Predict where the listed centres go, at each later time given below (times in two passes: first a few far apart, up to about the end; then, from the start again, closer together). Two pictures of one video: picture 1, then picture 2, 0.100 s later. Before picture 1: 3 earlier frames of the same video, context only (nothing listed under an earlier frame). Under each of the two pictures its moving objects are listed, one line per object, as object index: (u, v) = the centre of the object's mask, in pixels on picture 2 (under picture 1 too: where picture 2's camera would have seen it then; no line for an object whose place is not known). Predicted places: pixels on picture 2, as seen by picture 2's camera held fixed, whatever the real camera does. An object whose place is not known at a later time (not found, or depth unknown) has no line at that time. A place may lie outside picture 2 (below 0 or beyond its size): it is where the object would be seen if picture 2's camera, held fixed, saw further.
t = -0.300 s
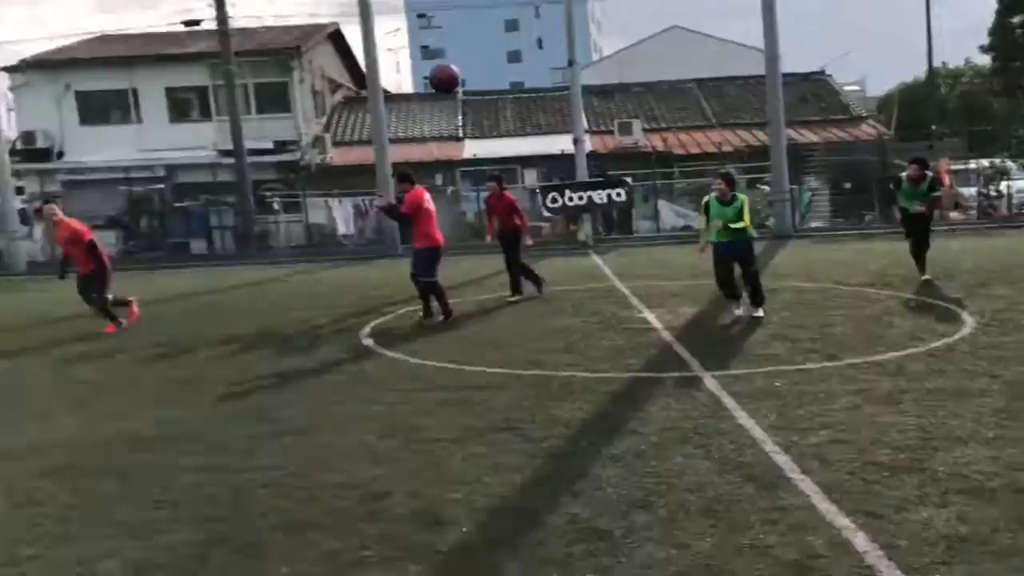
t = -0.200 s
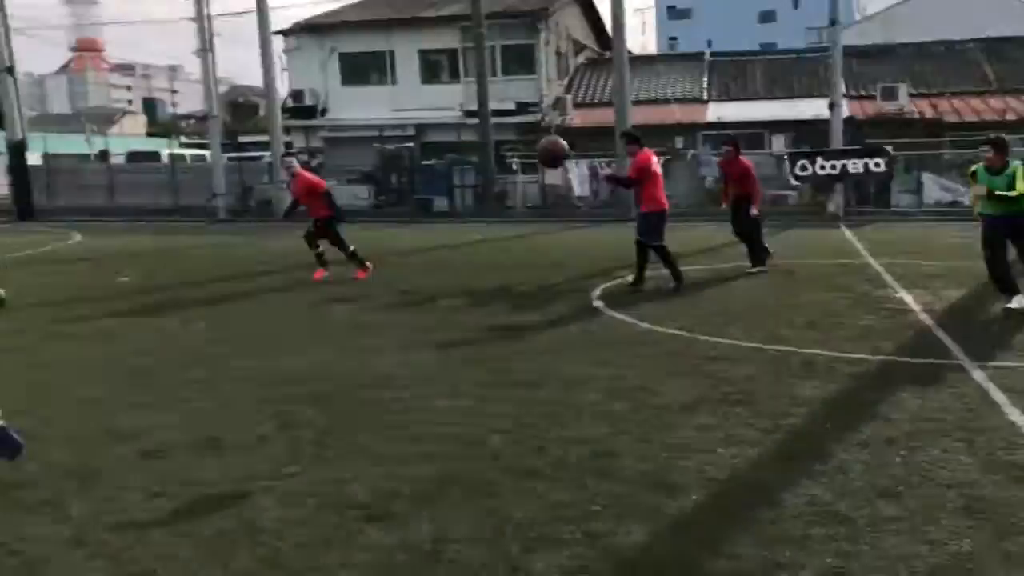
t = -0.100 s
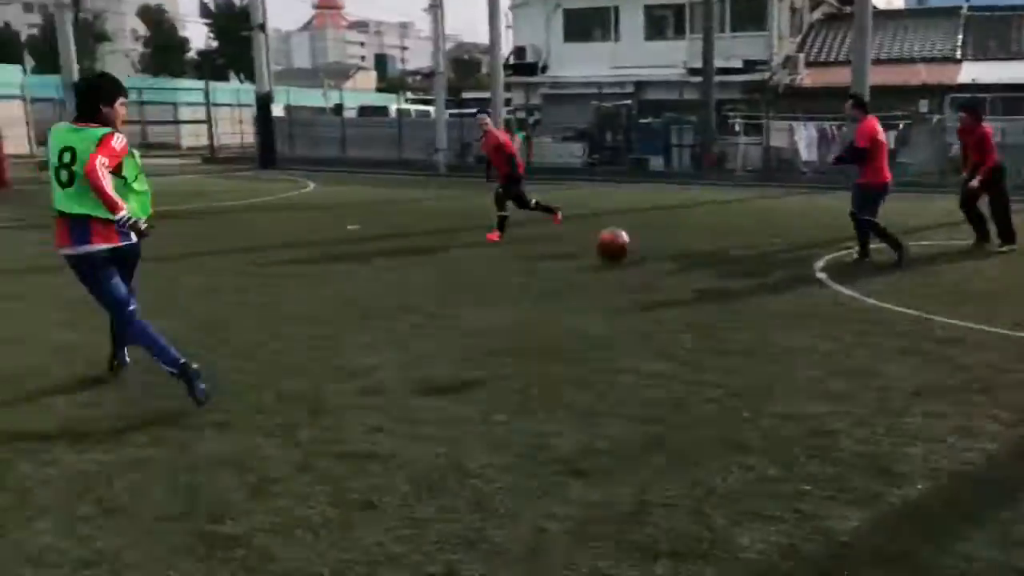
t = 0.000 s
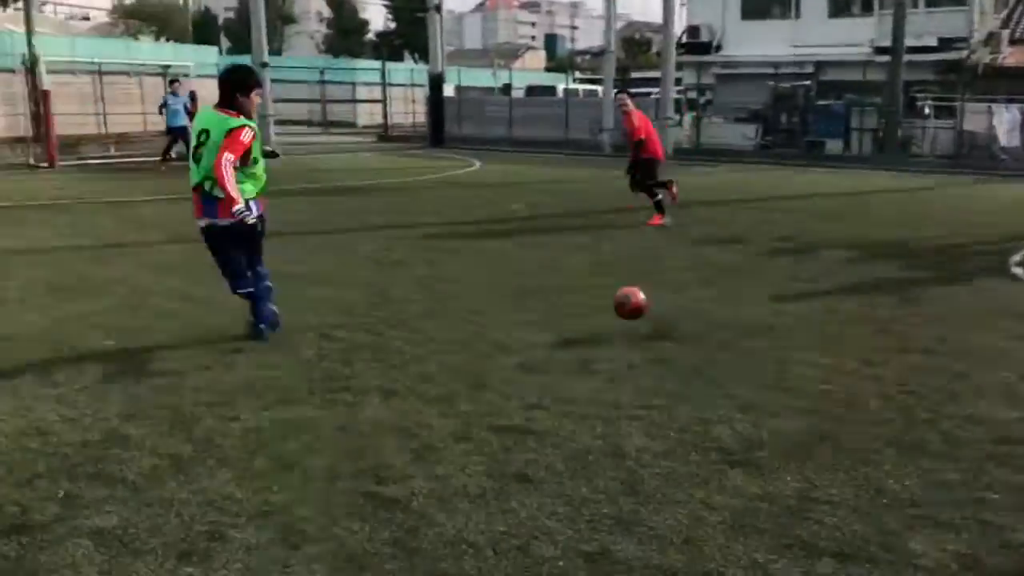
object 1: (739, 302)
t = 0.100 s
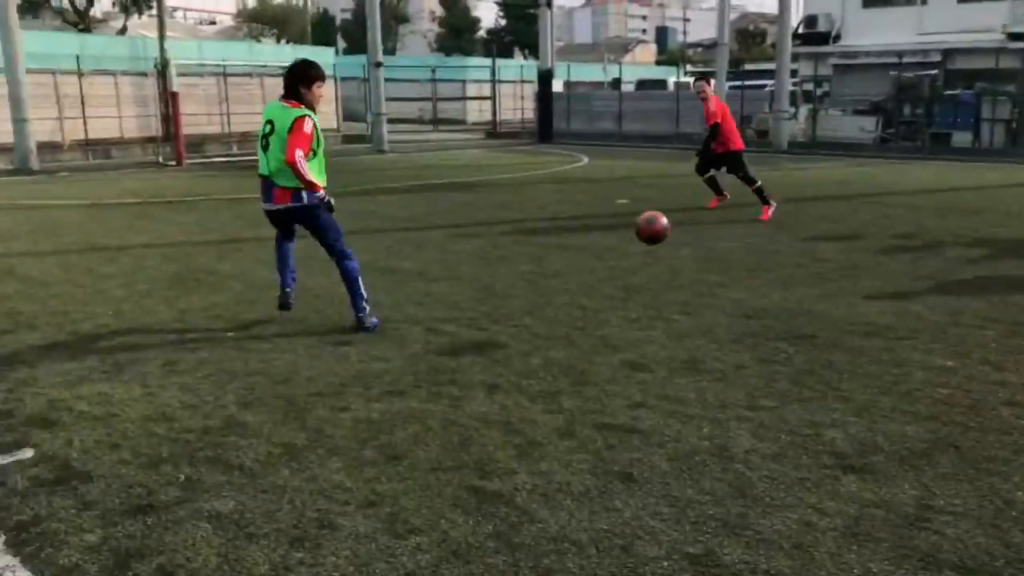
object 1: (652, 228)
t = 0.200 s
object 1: (567, 175)
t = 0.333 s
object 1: (463, 134)
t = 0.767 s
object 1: (187, 194)
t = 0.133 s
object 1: (624, 209)
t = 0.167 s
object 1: (596, 190)
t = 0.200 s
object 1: (567, 175)
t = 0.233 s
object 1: (541, 163)
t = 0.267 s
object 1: (516, 150)
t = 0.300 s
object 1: (489, 141)
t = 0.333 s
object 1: (463, 134)
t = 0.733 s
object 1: (205, 177)
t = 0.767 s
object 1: (187, 194)
